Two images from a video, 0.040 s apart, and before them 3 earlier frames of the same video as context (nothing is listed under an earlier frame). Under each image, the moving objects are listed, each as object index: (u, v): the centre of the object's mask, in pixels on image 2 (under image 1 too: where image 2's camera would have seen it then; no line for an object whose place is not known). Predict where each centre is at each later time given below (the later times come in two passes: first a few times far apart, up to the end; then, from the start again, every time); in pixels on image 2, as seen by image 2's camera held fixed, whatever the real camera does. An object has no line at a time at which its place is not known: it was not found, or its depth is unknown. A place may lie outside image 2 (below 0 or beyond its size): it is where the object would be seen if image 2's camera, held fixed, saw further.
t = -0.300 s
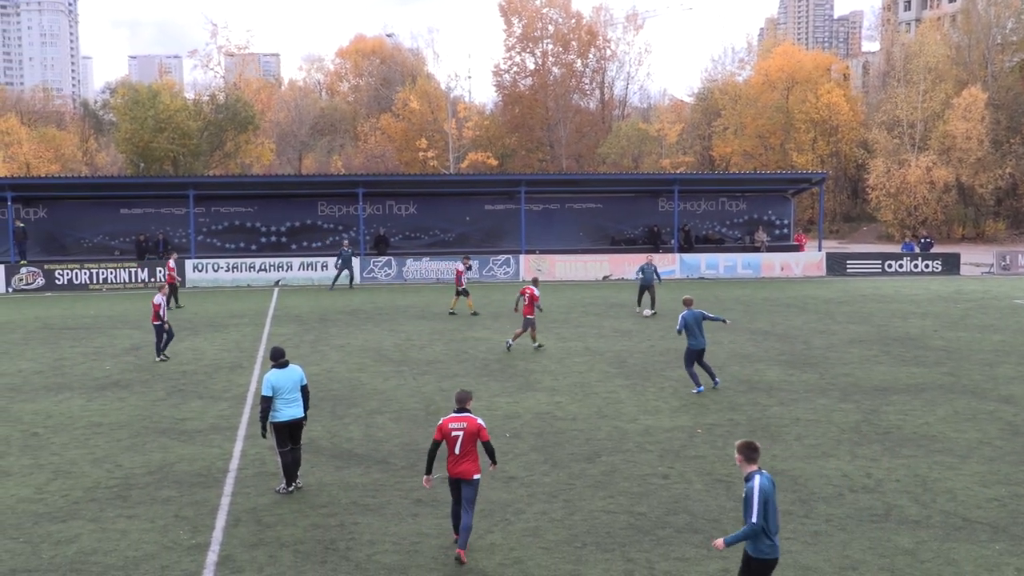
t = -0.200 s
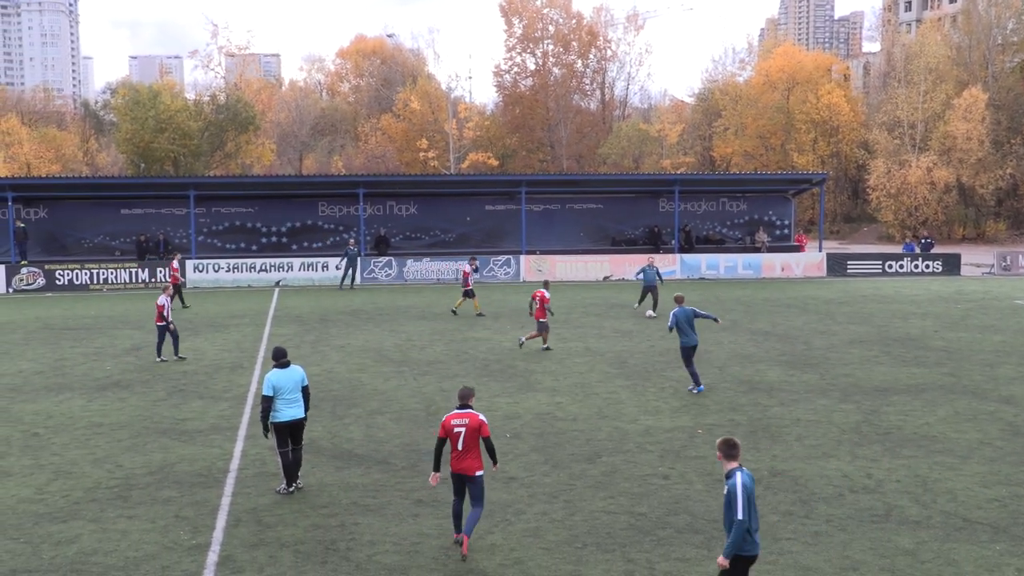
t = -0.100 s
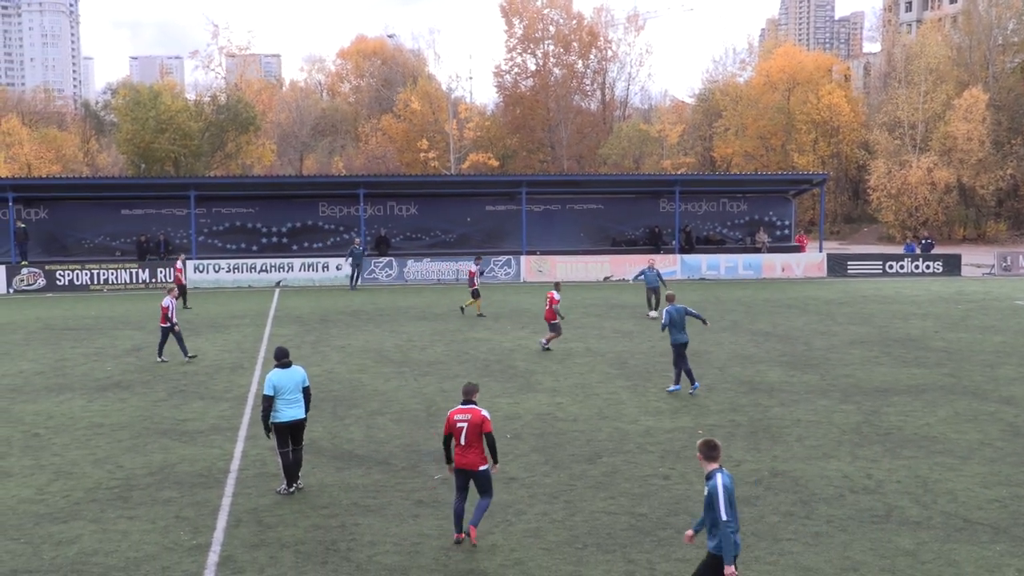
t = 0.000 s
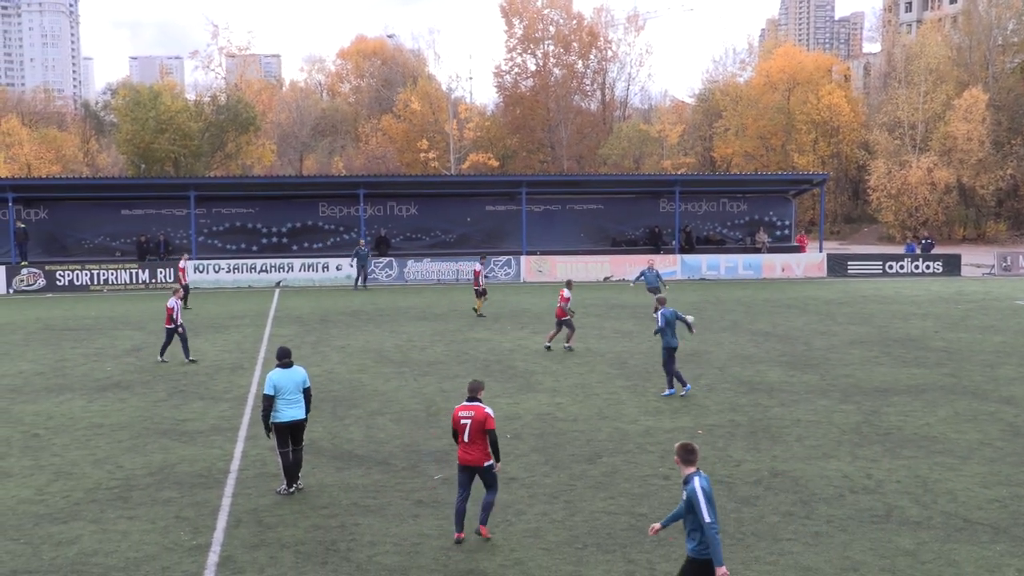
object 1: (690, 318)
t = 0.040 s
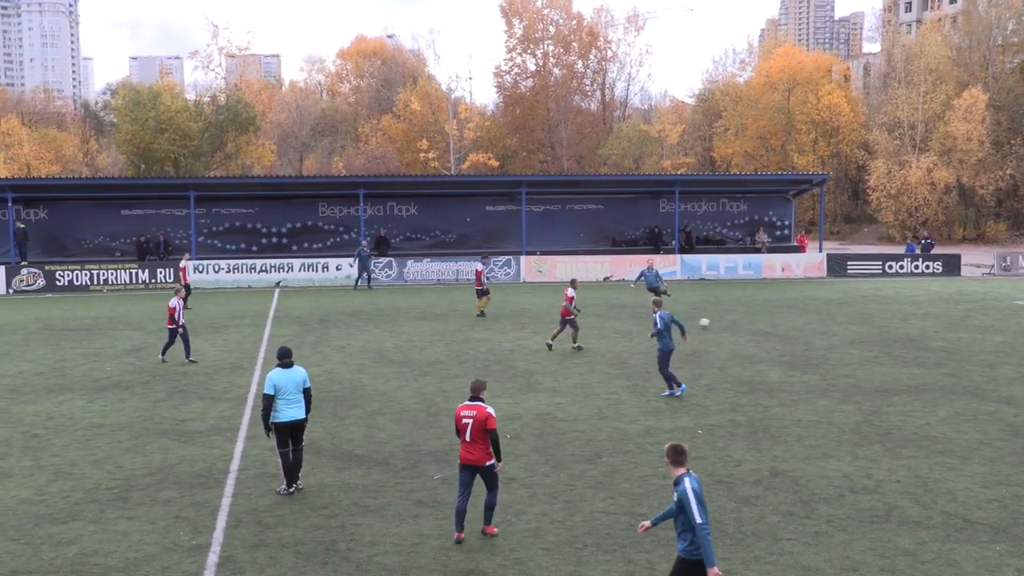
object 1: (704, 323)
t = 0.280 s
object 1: (804, 341)
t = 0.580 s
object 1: (949, 371)
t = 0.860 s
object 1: (1091, 392)
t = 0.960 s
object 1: (1145, 399)
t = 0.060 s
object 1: (712, 324)
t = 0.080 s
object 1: (720, 326)
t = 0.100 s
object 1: (729, 328)
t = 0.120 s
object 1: (737, 330)
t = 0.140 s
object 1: (745, 332)
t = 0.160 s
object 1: (753, 333)
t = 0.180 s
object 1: (762, 333)
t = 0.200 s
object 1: (770, 334)
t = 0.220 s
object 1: (778, 335)
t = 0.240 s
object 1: (786, 337)
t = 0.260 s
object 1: (795, 339)
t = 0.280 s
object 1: (804, 341)
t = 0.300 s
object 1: (813, 342)
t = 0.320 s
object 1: (822, 345)
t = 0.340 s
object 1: (832, 347)
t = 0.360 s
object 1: (842, 351)
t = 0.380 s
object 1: (852, 353)
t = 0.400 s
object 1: (861, 355)
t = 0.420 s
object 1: (870, 355)
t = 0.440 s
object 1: (880, 357)
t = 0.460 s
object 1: (889, 359)
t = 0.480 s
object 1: (899, 360)
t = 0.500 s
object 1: (908, 362)
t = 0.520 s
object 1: (918, 364)
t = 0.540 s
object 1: (928, 366)
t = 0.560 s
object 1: (939, 369)
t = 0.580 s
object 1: (949, 371)
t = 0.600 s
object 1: (958, 372)
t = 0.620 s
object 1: (968, 373)
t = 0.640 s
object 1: (978, 373)
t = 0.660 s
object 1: (987, 375)
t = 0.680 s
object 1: (998, 375)
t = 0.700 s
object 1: (1008, 378)
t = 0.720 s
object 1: (1018, 379)
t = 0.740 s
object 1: (1028, 381)
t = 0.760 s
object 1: (1039, 384)
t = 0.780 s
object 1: (1050, 387)
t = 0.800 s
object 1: (1061, 390)
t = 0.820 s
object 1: (1070, 391)
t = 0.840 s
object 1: (1081, 391)
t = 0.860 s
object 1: (1091, 392)
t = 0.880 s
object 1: (1101, 392)
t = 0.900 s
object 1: (1112, 394)
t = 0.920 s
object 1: (1123, 395)
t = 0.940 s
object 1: (1134, 397)
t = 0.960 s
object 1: (1145, 399)
